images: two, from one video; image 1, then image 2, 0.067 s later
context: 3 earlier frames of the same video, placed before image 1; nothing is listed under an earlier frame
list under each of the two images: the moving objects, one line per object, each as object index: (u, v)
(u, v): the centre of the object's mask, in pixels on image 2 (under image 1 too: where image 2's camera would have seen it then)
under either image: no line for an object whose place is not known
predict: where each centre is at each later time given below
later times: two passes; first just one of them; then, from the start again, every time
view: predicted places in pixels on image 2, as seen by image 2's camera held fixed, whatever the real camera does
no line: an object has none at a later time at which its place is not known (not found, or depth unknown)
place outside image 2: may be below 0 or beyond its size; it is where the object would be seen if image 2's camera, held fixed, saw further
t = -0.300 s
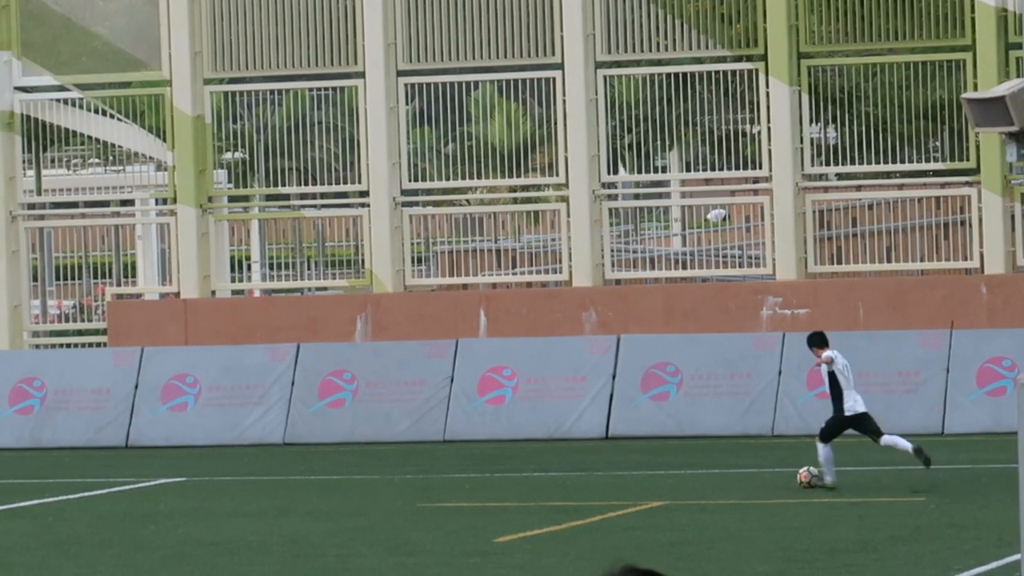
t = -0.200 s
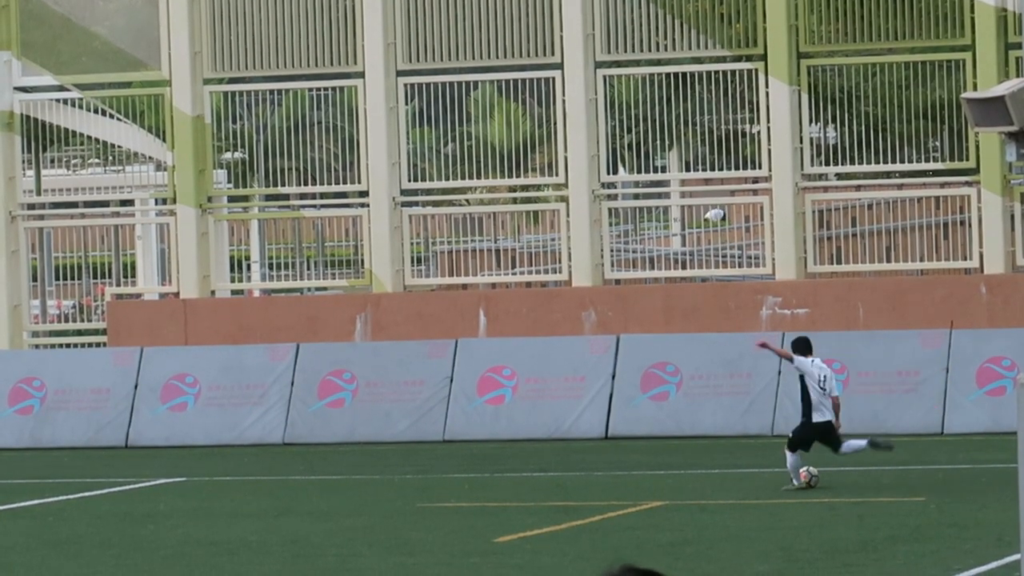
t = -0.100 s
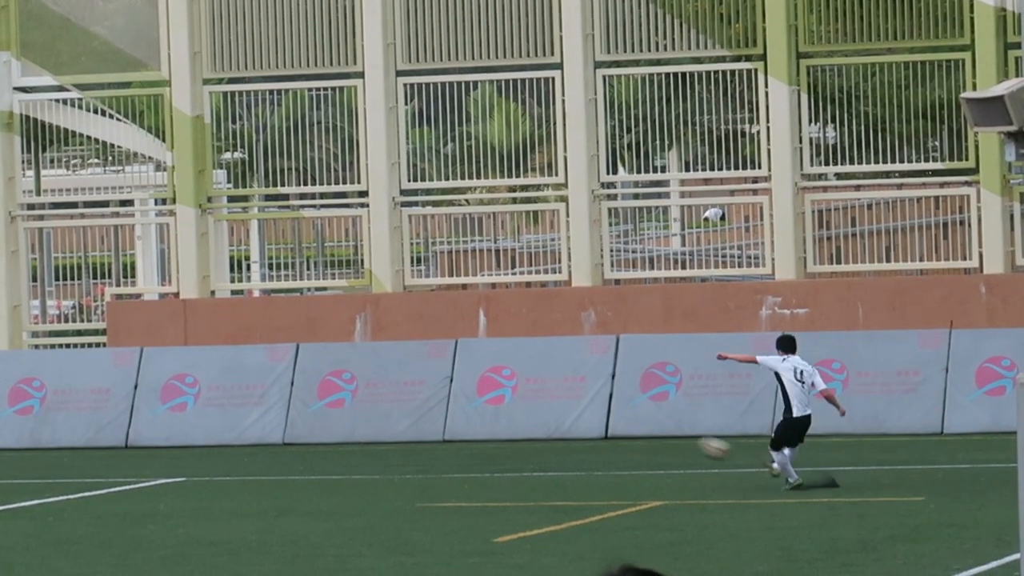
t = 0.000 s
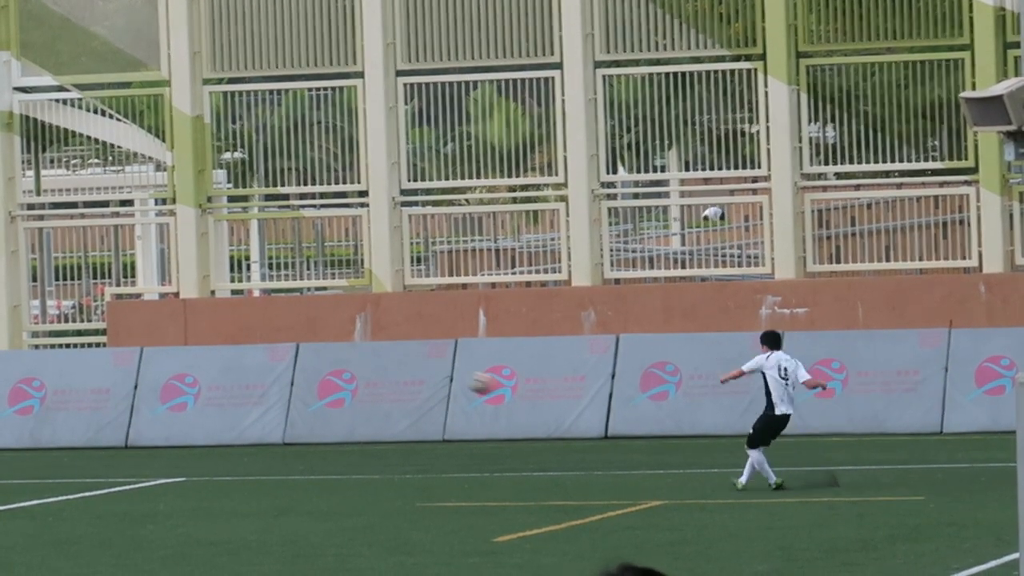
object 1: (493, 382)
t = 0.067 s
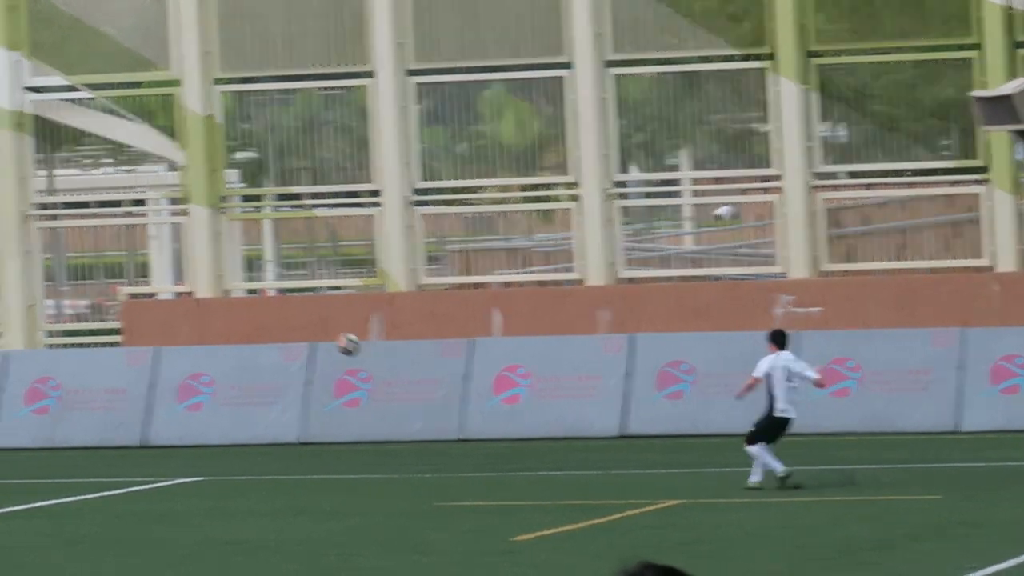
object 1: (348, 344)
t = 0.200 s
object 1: (67, 280)
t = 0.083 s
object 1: (312, 335)
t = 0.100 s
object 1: (277, 327)
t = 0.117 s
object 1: (242, 319)
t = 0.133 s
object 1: (206, 311)
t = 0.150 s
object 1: (172, 303)
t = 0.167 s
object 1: (135, 296)
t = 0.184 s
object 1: (102, 288)
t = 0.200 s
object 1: (67, 280)
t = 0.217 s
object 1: (34, 274)
